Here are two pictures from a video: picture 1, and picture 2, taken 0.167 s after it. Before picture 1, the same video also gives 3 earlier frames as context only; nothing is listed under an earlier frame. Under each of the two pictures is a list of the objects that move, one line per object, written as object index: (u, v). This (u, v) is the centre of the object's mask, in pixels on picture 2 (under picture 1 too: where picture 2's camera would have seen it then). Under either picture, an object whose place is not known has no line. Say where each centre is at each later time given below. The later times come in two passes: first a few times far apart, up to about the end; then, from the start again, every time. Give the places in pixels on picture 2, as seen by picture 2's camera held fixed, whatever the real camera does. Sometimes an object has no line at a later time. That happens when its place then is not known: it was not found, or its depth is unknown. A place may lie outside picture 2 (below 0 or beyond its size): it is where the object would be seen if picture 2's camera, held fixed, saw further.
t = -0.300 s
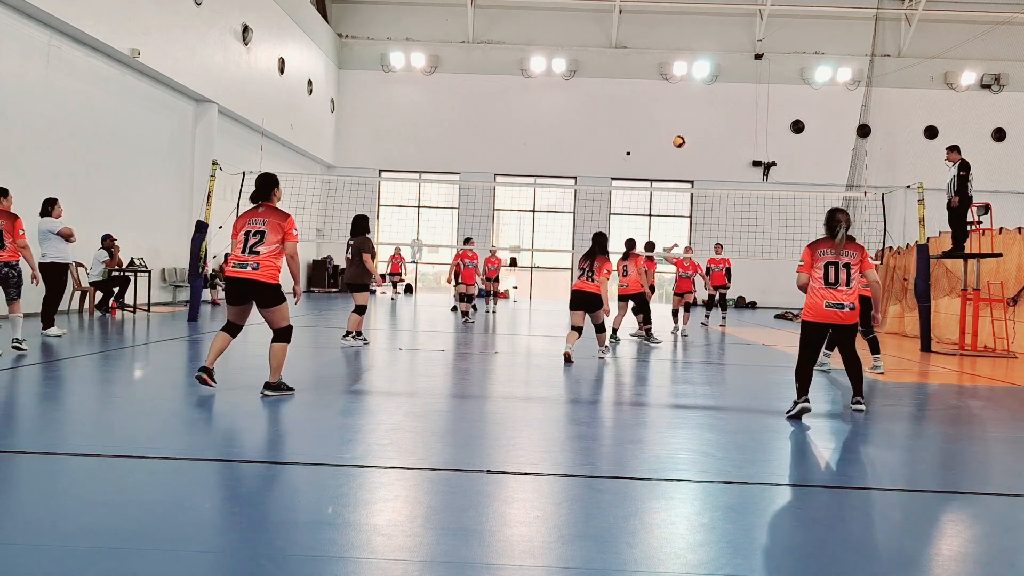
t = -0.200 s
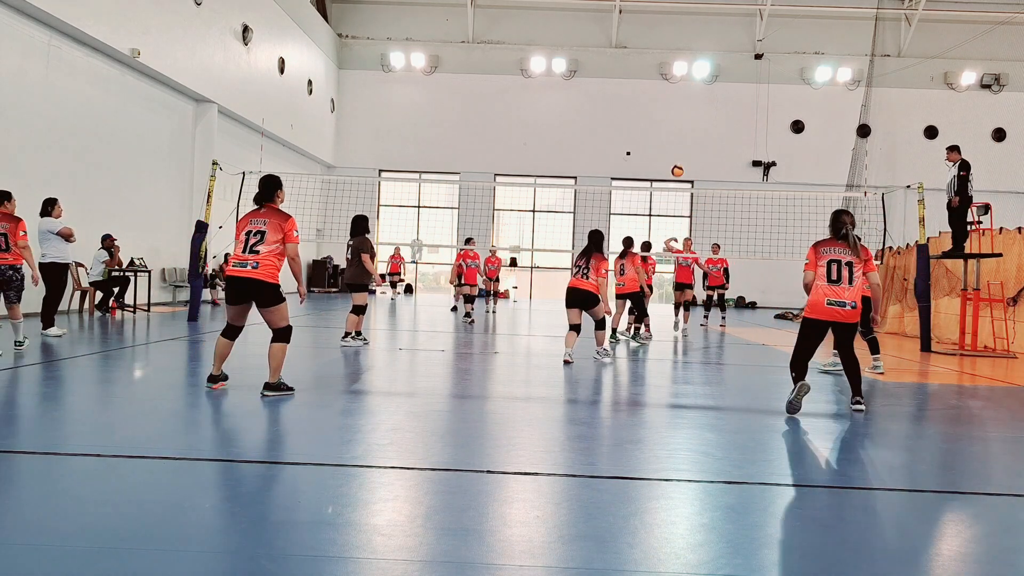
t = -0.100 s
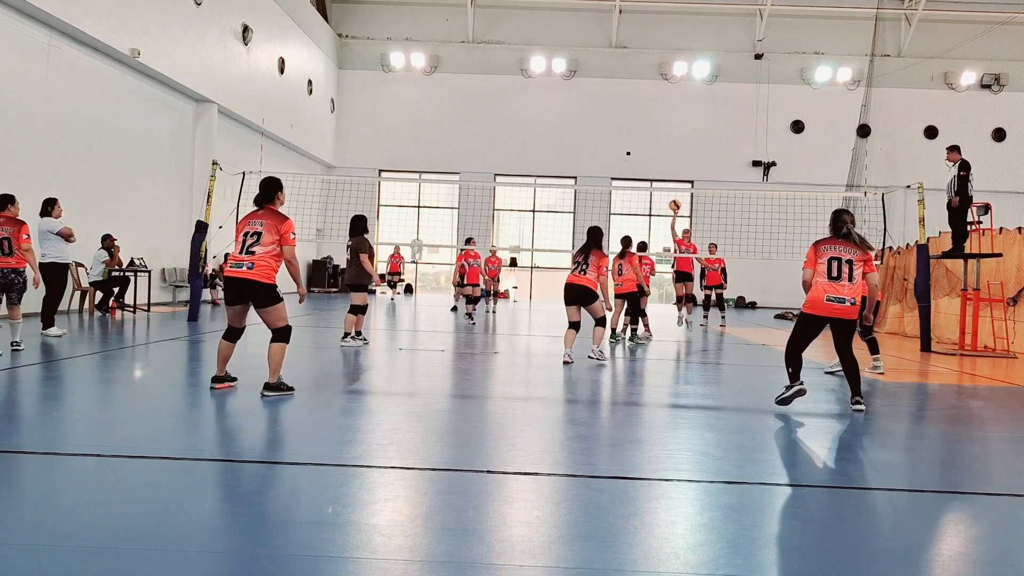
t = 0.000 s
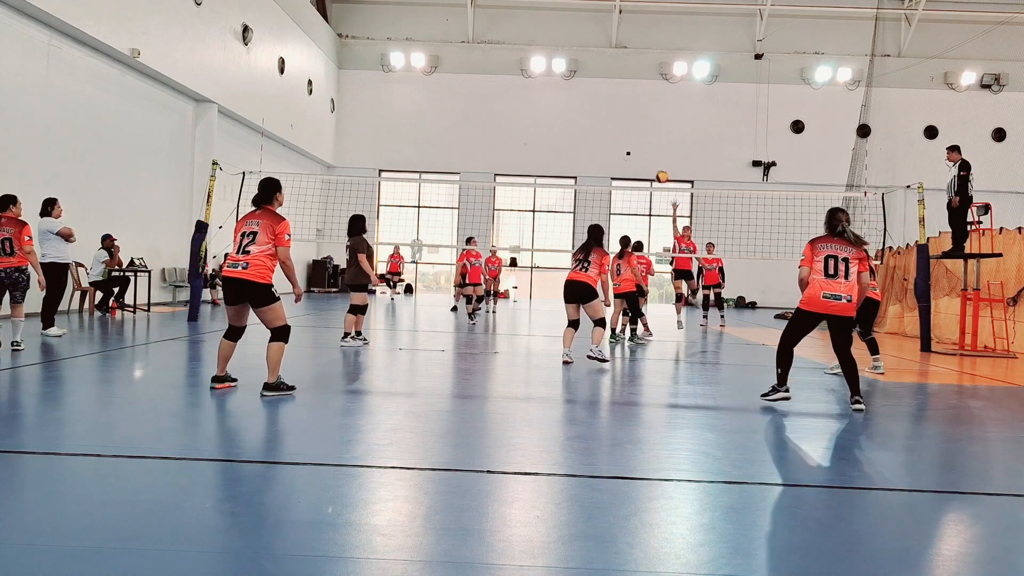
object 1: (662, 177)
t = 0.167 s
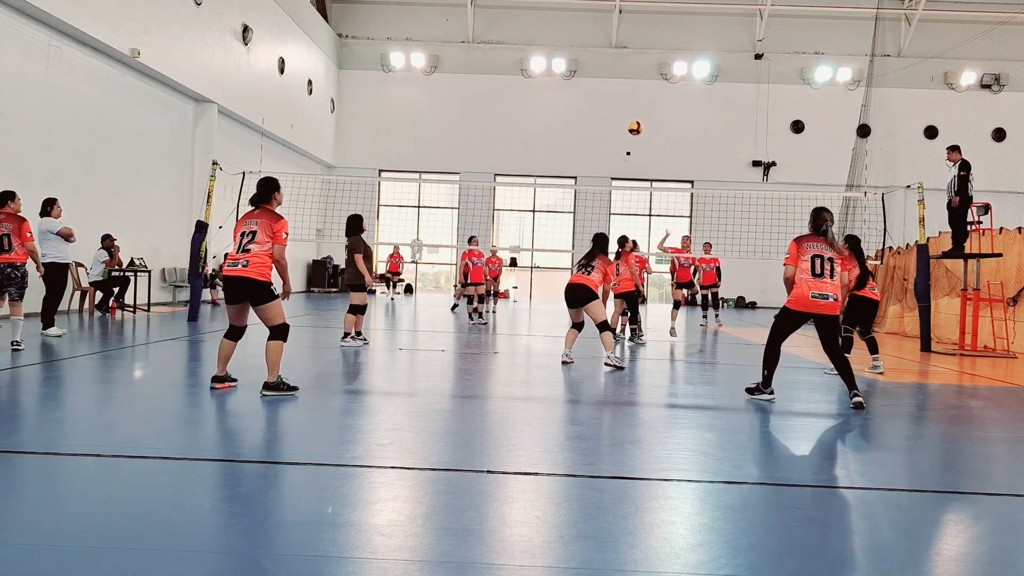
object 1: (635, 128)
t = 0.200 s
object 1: (629, 119)
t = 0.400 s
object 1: (587, 82)
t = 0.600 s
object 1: (535, 74)
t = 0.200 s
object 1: (629, 119)
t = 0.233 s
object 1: (623, 112)
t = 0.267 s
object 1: (616, 104)
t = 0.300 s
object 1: (609, 98)
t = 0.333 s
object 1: (602, 92)
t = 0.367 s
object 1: (595, 86)
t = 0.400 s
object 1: (587, 82)
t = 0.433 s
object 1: (579, 78)
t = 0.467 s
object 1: (571, 75)
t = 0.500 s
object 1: (564, 74)
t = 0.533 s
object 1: (554, 73)
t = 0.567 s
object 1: (545, 73)
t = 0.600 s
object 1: (535, 74)
